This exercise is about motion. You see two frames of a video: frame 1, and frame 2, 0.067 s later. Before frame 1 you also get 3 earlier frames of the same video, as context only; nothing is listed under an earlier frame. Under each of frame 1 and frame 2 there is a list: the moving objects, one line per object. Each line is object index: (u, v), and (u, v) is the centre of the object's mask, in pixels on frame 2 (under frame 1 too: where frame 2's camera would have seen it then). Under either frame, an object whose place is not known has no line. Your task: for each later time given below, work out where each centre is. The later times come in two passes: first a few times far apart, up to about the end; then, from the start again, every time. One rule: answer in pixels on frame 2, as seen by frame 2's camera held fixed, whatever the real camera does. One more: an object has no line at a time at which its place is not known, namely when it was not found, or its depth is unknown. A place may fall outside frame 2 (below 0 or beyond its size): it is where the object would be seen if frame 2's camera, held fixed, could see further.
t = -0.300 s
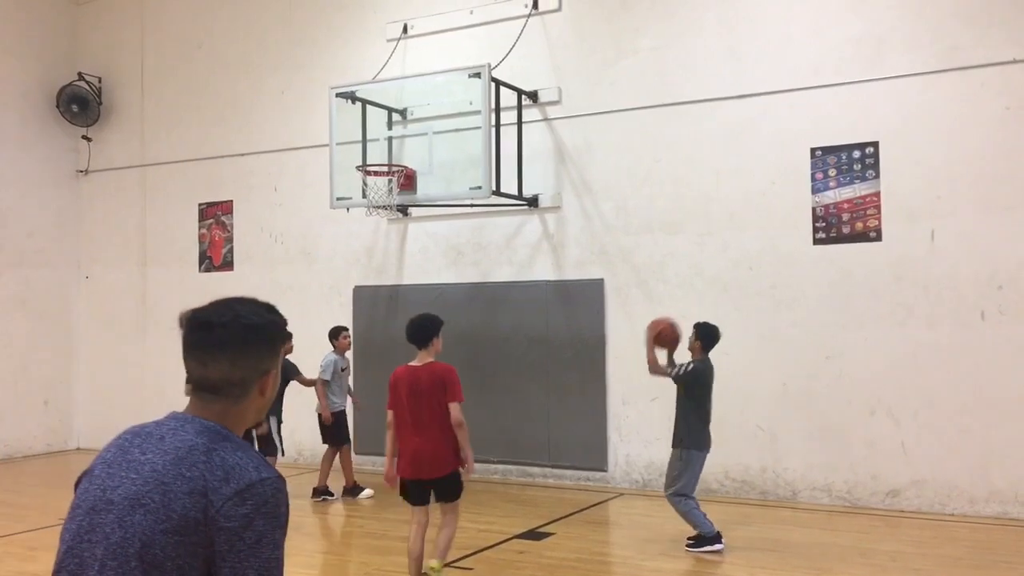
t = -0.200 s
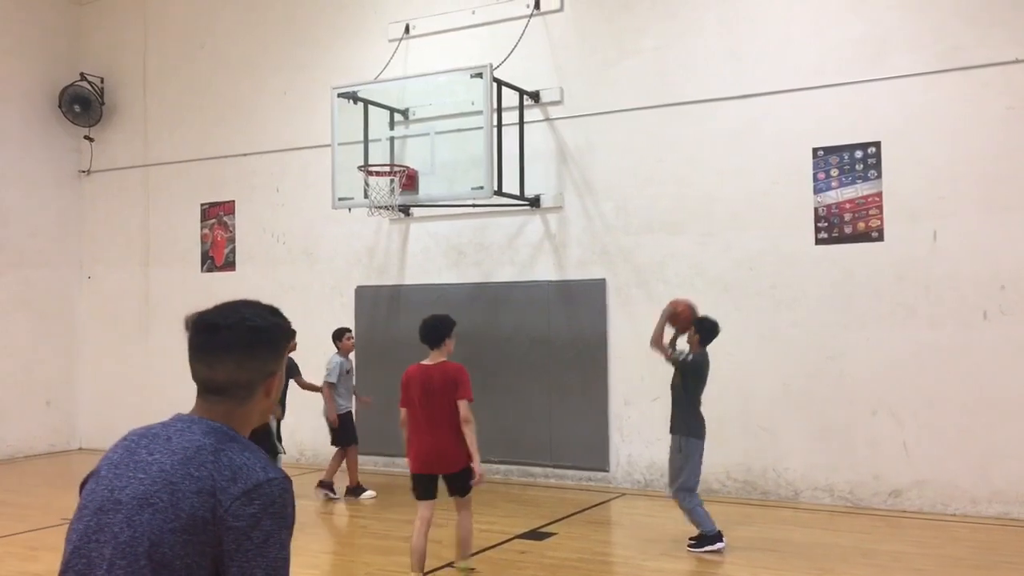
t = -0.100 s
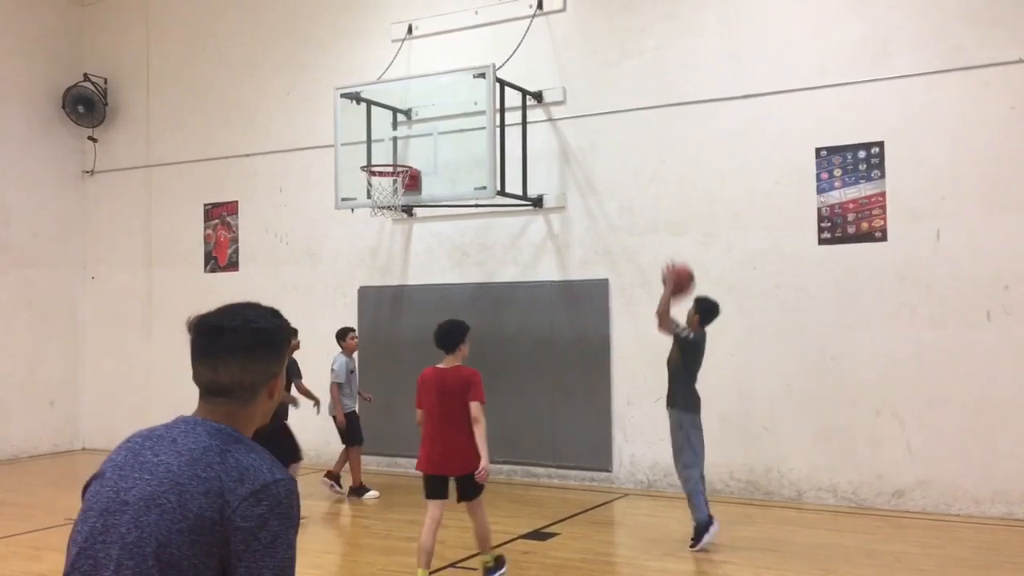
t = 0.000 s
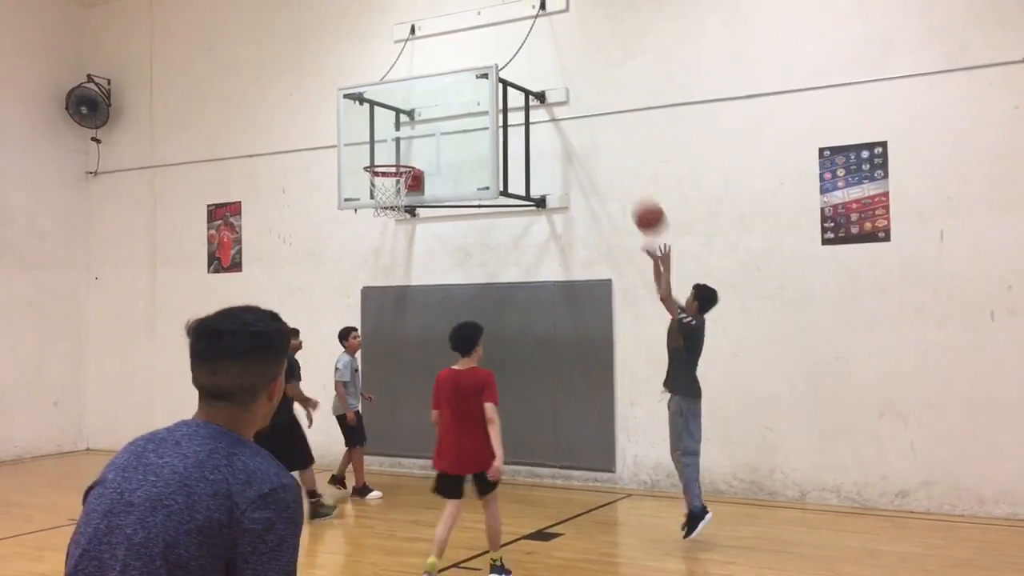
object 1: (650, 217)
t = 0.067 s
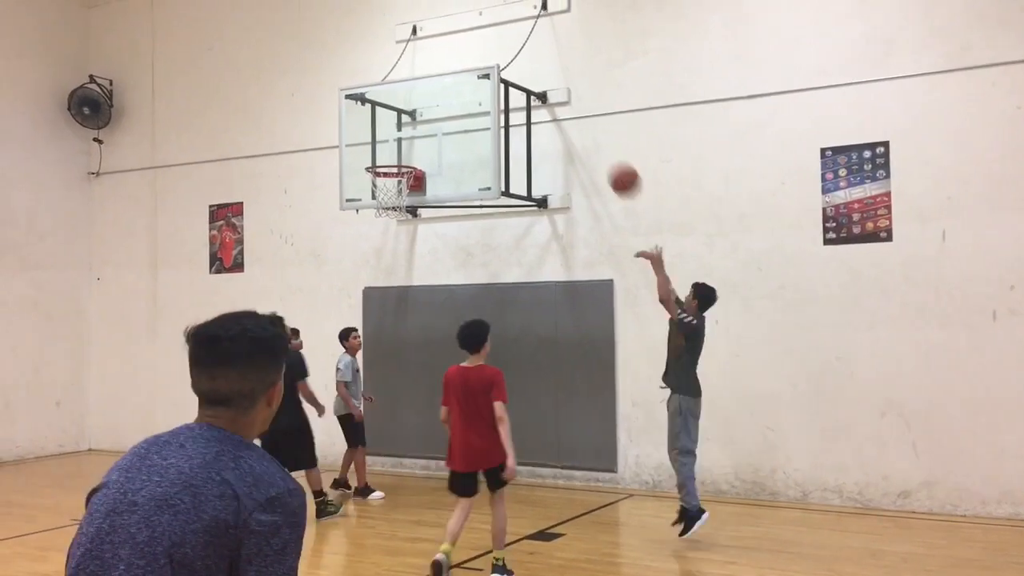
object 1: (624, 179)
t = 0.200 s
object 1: (575, 124)
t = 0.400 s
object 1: (506, 86)
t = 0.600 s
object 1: (445, 94)
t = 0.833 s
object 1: (382, 155)
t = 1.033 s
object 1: (389, 153)
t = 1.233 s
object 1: (346, 154)
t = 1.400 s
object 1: (311, 187)
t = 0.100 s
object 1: (611, 164)
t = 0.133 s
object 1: (599, 149)
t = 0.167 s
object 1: (587, 136)
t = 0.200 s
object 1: (575, 124)
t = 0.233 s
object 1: (561, 114)
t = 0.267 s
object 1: (551, 105)
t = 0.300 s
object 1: (539, 99)
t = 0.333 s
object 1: (530, 94)
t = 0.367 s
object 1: (517, 89)
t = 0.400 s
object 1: (506, 86)
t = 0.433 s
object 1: (495, 84)
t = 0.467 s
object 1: (484, 83)
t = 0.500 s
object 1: (475, 84)
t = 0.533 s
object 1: (464, 86)
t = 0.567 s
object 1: (455, 90)
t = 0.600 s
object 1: (445, 94)
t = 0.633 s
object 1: (435, 100)
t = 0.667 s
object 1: (426, 106)
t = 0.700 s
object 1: (417, 114)
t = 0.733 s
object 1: (408, 122)
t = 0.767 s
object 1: (400, 133)
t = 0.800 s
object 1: (391, 143)
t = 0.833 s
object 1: (382, 155)
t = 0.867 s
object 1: (378, 163)
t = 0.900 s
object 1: (391, 162)
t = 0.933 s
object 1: (401, 164)
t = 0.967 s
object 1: (403, 161)
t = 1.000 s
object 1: (396, 157)
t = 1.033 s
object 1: (389, 153)
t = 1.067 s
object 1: (382, 150)
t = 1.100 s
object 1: (375, 149)
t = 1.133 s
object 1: (368, 148)
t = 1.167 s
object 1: (361, 149)
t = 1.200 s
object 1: (354, 150)
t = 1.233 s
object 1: (346, 154)
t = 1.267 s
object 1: (339, 158)
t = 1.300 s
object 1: (332, 163)
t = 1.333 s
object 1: (325, 170)
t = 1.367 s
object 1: (318, 178)
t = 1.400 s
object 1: (311, 187)
